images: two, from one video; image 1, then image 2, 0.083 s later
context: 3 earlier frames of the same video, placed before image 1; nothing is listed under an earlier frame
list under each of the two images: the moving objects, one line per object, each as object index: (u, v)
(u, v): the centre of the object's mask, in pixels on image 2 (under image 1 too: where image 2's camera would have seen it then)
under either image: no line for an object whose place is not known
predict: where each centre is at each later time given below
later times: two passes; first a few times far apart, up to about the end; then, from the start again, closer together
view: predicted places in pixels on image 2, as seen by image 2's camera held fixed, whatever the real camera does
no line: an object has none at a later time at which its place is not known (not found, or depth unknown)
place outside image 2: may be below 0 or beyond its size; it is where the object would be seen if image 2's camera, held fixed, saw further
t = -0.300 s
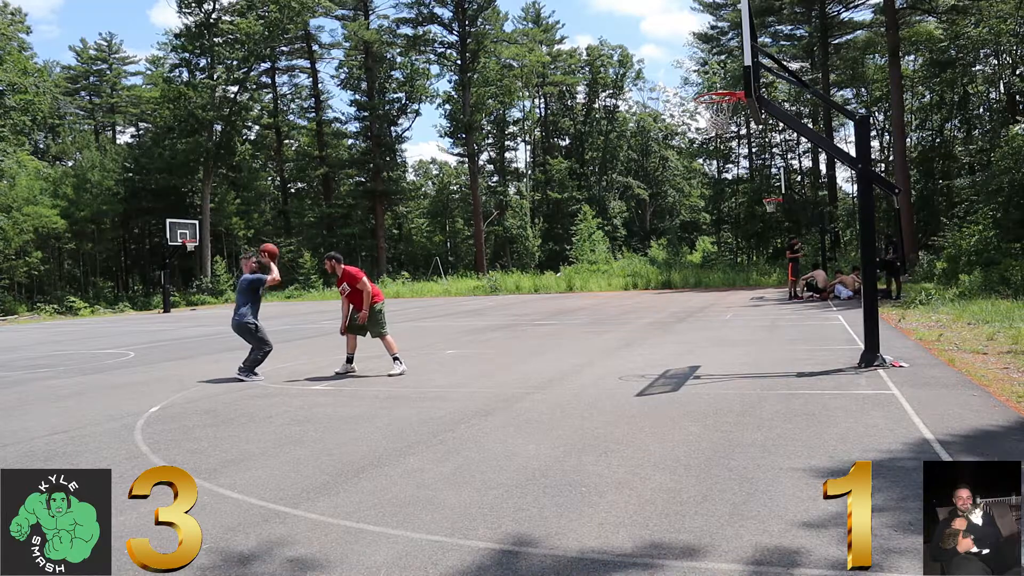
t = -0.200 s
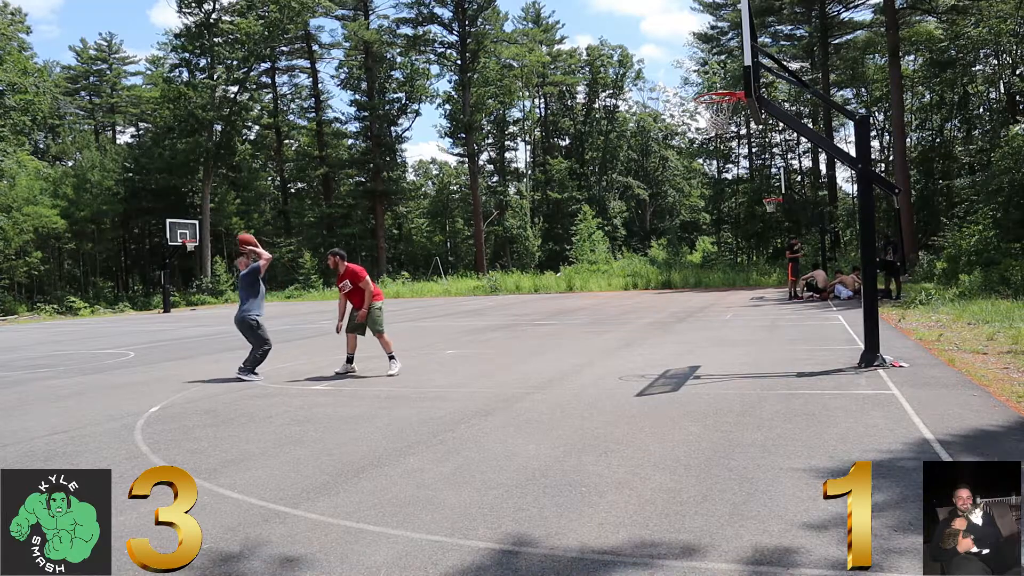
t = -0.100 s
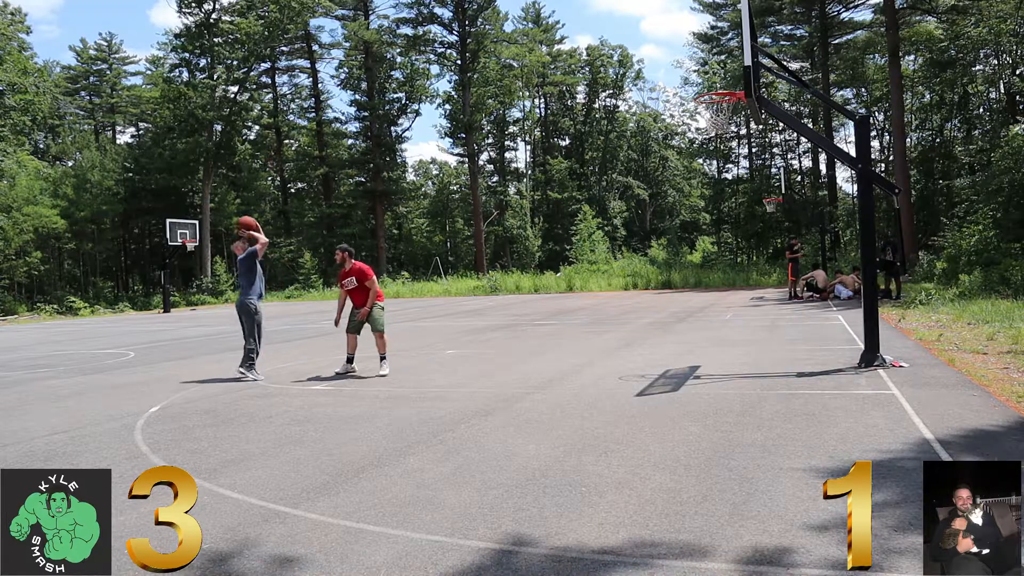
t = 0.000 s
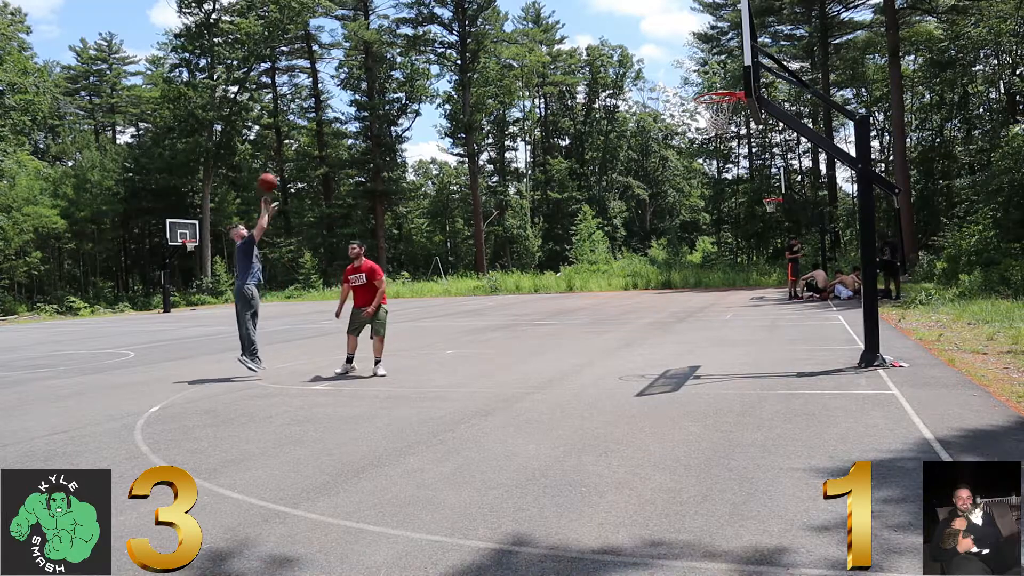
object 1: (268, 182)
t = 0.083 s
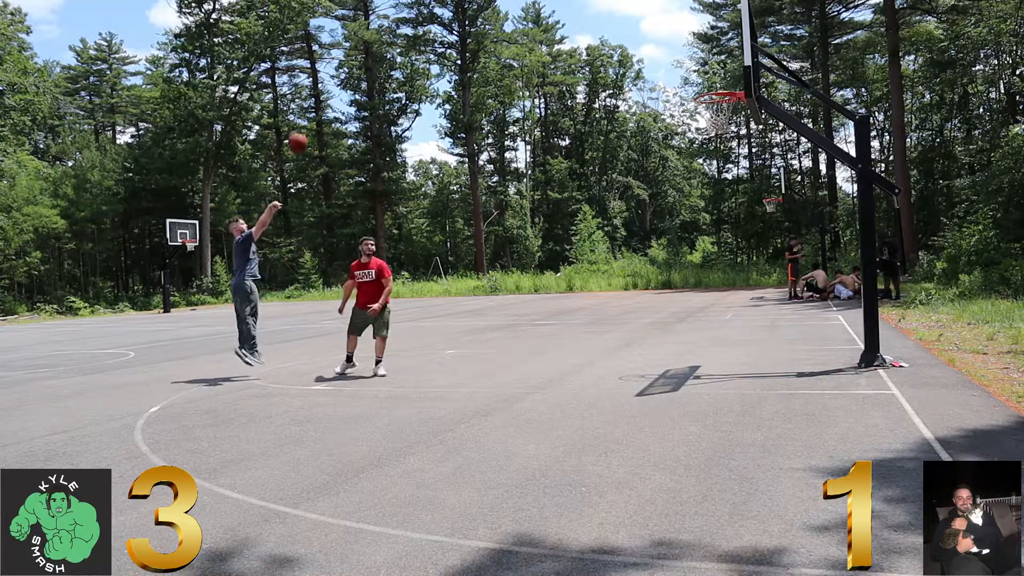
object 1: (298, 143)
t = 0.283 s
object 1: (373, 68)
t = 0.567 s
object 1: (486, 16)
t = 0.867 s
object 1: (613, 33)
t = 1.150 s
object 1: (735, 112)
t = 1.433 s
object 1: (713, 133)
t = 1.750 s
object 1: (691, 205)
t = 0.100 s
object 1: (304, 136)
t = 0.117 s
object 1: (309, 128)
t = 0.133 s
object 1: (316, 121)
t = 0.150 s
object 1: (322, 114)
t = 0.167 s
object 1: (328, 108)
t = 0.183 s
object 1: (334, 102)
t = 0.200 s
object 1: (341, 96)
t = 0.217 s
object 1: (347, 90)
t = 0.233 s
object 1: (353, 85)
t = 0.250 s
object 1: (360, 79)
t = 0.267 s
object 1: (366, 74)
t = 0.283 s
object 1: (373, 68)
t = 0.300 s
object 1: (379, 64)
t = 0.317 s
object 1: (386, 59)
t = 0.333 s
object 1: (392, 55)
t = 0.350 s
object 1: (398, 51)
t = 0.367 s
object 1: (405, 47)
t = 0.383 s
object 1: (411, 43)
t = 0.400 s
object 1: (419, 40)
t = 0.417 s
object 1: (425, 36)
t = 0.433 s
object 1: (431, 34)
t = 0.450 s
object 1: (438, 31)
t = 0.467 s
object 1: (445, 27)
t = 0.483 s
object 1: (453, 25)
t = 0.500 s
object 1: (459, 23)
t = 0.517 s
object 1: (465, 21)
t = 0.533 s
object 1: (471, 19)
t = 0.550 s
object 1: (479, 18)
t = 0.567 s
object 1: (486, 16)
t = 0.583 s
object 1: (493, 15)
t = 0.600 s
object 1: (499, 14)
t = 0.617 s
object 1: (506, 14)
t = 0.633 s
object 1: (512, 13)
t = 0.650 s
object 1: (520, 13)
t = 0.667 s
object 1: (527, 13)
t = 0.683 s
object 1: (534, 14)
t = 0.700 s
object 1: (540, 14)
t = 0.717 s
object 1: (547, 15)
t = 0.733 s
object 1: (555, 16)
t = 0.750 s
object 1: (562, 17)
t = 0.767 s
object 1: (569, 19)
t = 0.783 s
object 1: (576, 20)
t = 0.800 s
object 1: (583, 22)
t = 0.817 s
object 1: (591, 25)
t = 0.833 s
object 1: (598, 27)
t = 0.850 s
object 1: (605, 30)
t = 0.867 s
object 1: (613, 33)
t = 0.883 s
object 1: (620, 36)
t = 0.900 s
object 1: (627, 39)
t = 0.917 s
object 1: (634, 43)
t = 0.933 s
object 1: (642, 47)
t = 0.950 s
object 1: (649, 51)
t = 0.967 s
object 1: (657, 55)
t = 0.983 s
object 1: (664, 60)
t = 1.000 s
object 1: (671, 65)
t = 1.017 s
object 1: (679, 70)
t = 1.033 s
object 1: (686, 76)
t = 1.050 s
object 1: (694, 81)
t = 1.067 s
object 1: (701, 86)
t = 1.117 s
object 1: (724, 106)
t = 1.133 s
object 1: (731, 111)
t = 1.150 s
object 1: (735, 112)
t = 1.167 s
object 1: (735, 110)
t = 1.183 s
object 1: (736, 110)
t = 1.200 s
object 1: (735, 110)
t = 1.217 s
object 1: (735, 111)
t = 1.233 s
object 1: (734, 112)
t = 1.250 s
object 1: (733, 113)
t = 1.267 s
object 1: (731, 117)
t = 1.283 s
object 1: (731, 118)
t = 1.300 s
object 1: (728, 116)
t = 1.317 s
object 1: (725, 121)
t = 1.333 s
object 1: (724, 123)
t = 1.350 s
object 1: (721, 124)
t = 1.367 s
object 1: (718, 127)
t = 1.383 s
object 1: (717, 127)
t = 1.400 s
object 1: (716, 129)
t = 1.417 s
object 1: (715, 127)
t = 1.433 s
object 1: (713, 133)
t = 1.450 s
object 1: (712, 133)
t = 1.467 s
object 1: (710, 137)
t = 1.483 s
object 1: (708, 138)
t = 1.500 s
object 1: (709, 140)
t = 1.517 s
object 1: (707, 144)
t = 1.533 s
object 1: (705, 147)
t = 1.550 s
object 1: (704, 150)
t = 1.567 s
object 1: (702, 153)
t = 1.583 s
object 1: (701, 156)
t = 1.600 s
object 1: (701, 160)
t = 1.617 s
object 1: (699, 164)
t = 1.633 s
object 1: (698, 169)
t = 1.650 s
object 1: (697, 173)
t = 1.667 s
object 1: (696, 178)
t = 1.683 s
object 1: (694, 183)
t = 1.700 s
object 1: (693, 188)
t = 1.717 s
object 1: (692, 194)
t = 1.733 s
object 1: (692, 199)
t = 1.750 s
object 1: (691, 205)
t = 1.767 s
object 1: (689, 211)
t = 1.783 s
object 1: (689, 217)
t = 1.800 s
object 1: (687, 223)
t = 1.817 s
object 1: (685, 230)
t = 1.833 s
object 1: (684, 238)
